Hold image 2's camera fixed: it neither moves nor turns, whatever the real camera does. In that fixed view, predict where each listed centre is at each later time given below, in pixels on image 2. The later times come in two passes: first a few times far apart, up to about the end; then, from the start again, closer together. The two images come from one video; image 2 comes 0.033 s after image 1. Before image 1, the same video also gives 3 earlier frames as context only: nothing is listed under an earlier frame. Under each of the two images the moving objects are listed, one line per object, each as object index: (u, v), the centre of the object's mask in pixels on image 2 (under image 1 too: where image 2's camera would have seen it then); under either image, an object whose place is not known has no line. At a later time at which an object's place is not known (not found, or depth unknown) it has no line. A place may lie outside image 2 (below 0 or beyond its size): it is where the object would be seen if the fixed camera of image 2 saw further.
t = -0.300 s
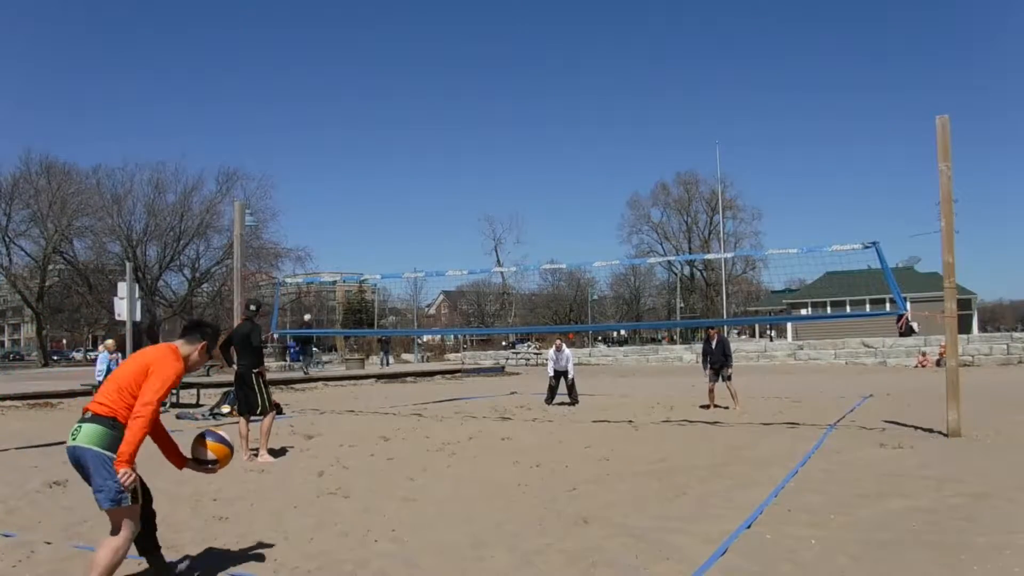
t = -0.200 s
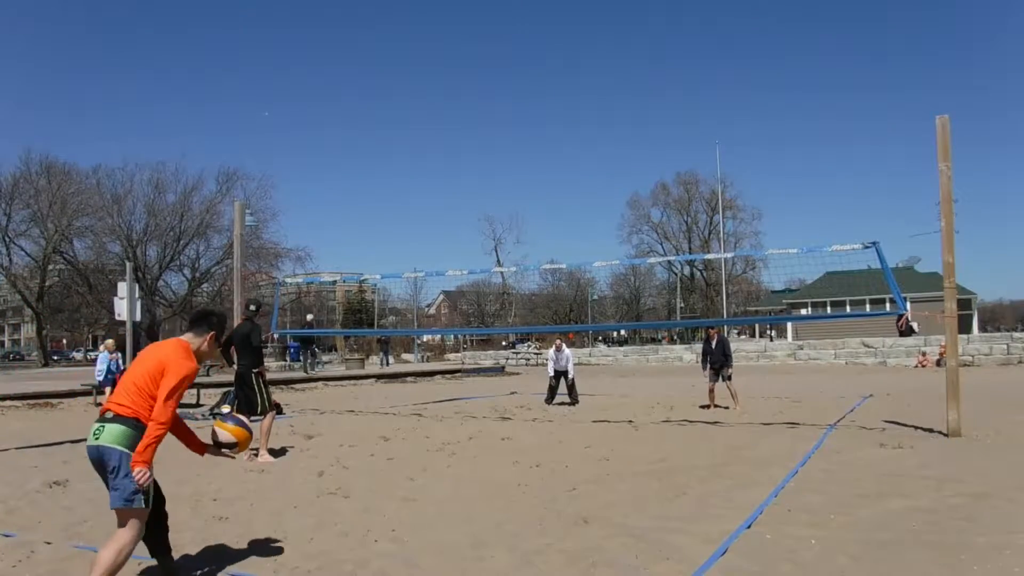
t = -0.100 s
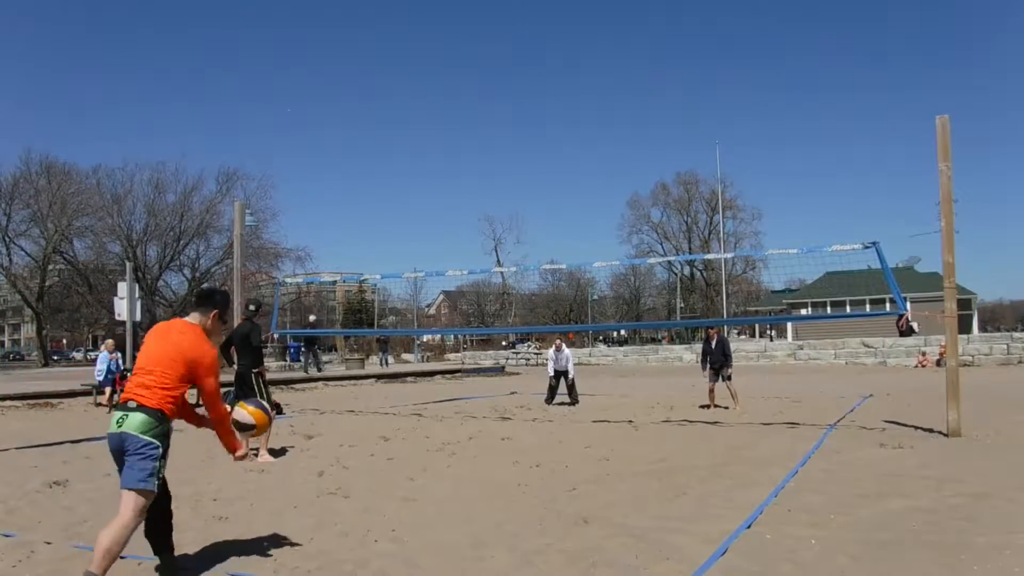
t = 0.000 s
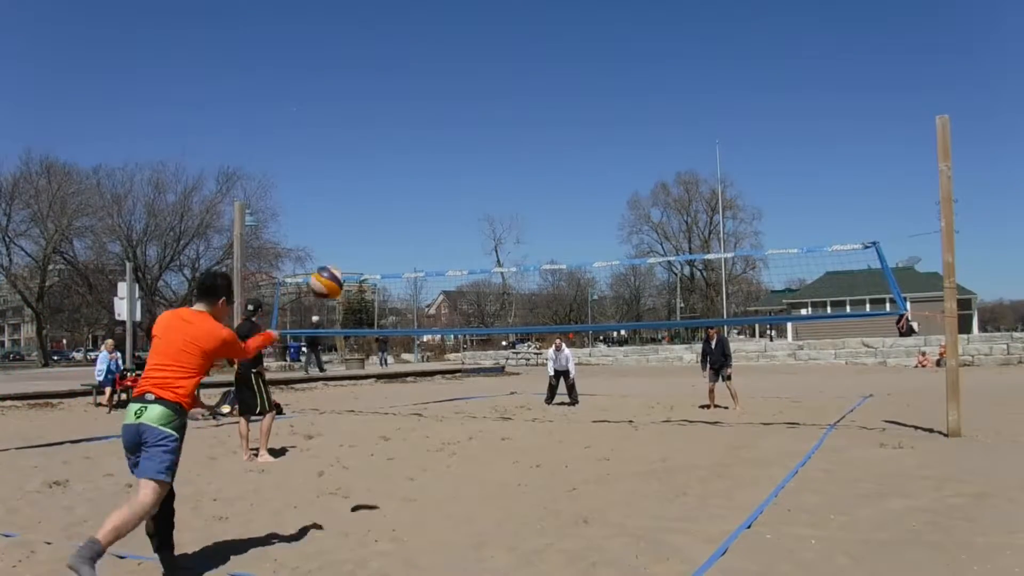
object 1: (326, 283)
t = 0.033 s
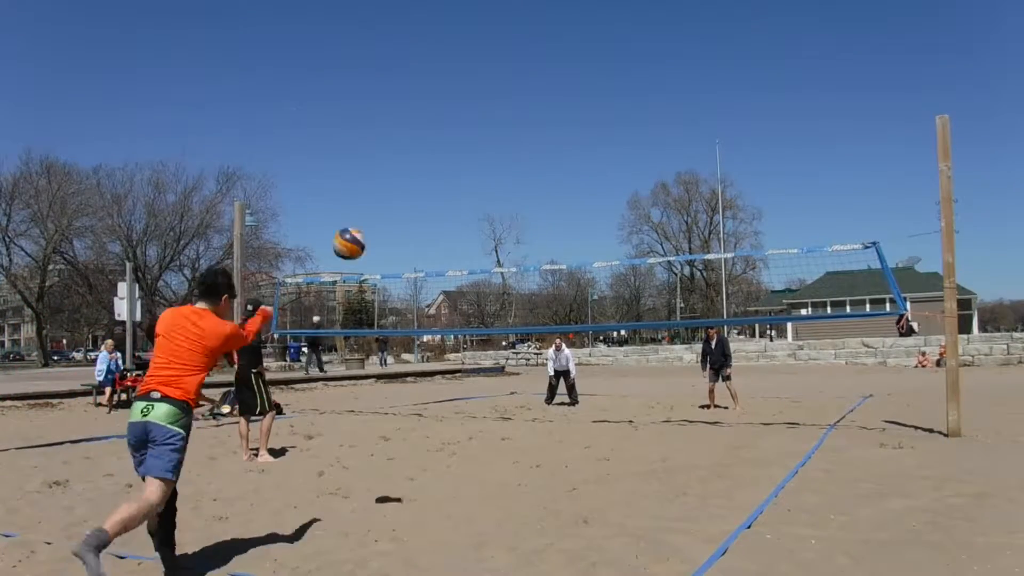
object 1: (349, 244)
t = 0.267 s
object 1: (455, 81)
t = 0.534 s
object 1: (519, 20)
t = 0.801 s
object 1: (563, 22)
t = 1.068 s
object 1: (597, 69)
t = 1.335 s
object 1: (627, 145)
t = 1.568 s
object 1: (646, 231)
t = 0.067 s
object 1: (369, 210)
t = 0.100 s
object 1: (386, 181)
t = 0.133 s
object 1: (403, 156)
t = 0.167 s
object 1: (417, 133)
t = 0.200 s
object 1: (431, 113)
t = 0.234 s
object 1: (443, 97)
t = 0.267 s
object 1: (455, 81)
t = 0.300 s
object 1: (465, 69)
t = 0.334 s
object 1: (475, 58)
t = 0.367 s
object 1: (483, 48)
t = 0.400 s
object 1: (491, 40)
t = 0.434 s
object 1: (498, 33)
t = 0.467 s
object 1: (506, 27)
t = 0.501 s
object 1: (512, 23)
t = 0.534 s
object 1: (519, 20)
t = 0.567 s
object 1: (525, 17)
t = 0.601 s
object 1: (531, 15)
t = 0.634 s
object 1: (537, 14)
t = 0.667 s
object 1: (542, 13)
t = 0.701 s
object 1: (548, 14)
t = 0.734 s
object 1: (553, 16)
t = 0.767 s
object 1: (558, 18)
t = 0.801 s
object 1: (563, 22)
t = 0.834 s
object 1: (567, 25)
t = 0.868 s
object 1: (572, 30)
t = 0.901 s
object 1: (576, 36)
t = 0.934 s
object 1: (580, 42)
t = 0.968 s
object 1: (585, 47)
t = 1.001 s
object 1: (589, 54)
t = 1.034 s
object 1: (594, 61)
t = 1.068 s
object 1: (597, 69)
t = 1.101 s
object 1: (602, 77)
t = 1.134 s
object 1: (606, 85)
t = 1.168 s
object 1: (609, 95)
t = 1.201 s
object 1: (613, 104)
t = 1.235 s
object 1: (617, 114)
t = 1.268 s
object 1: (620, 124)
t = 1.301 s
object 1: (624, 134)
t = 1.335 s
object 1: (627, 145)
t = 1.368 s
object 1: (630, 156)
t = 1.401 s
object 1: (633, 168)
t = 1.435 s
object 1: (636, 180)
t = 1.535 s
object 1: (644, 218)
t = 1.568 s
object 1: (646, 231)
